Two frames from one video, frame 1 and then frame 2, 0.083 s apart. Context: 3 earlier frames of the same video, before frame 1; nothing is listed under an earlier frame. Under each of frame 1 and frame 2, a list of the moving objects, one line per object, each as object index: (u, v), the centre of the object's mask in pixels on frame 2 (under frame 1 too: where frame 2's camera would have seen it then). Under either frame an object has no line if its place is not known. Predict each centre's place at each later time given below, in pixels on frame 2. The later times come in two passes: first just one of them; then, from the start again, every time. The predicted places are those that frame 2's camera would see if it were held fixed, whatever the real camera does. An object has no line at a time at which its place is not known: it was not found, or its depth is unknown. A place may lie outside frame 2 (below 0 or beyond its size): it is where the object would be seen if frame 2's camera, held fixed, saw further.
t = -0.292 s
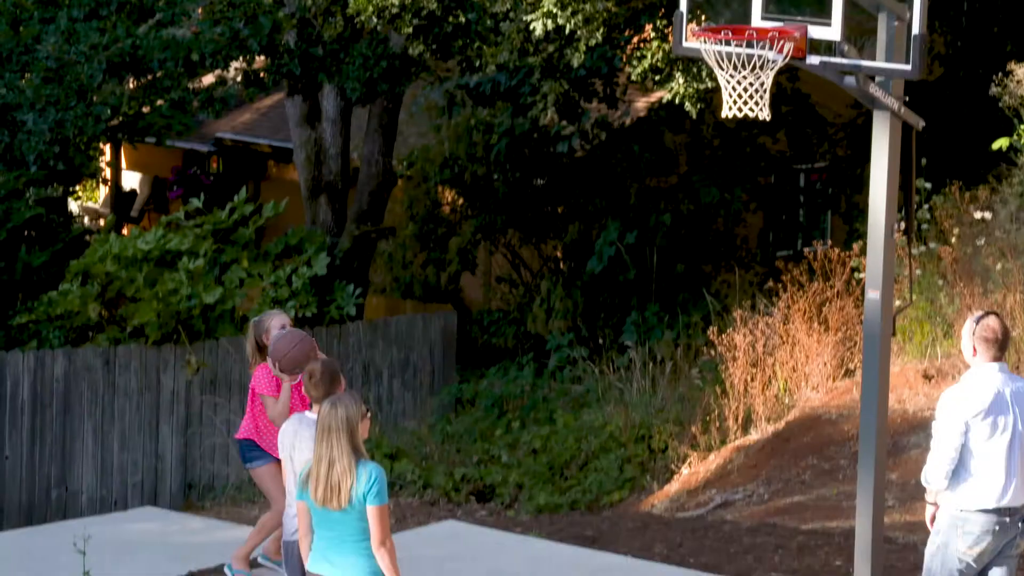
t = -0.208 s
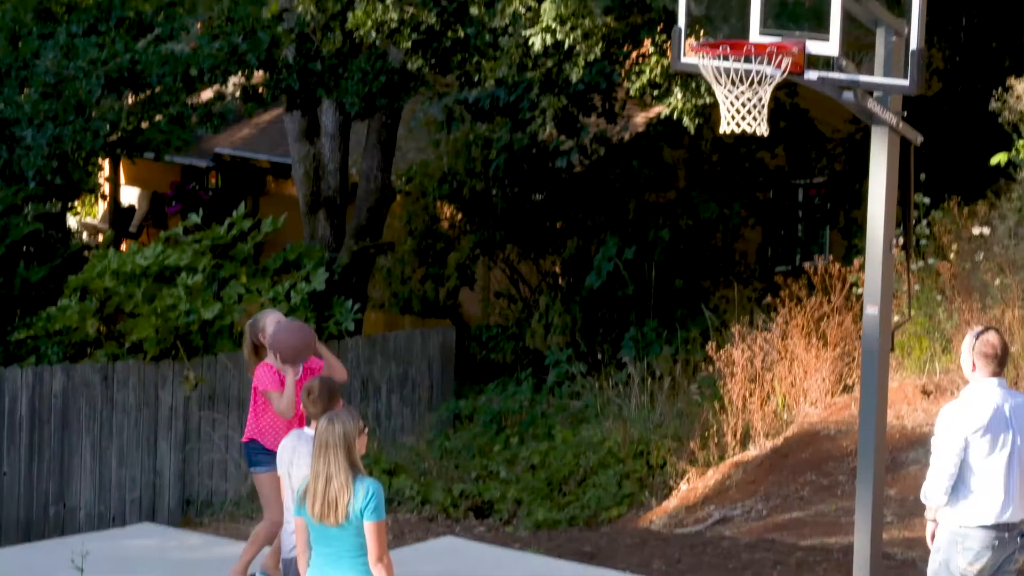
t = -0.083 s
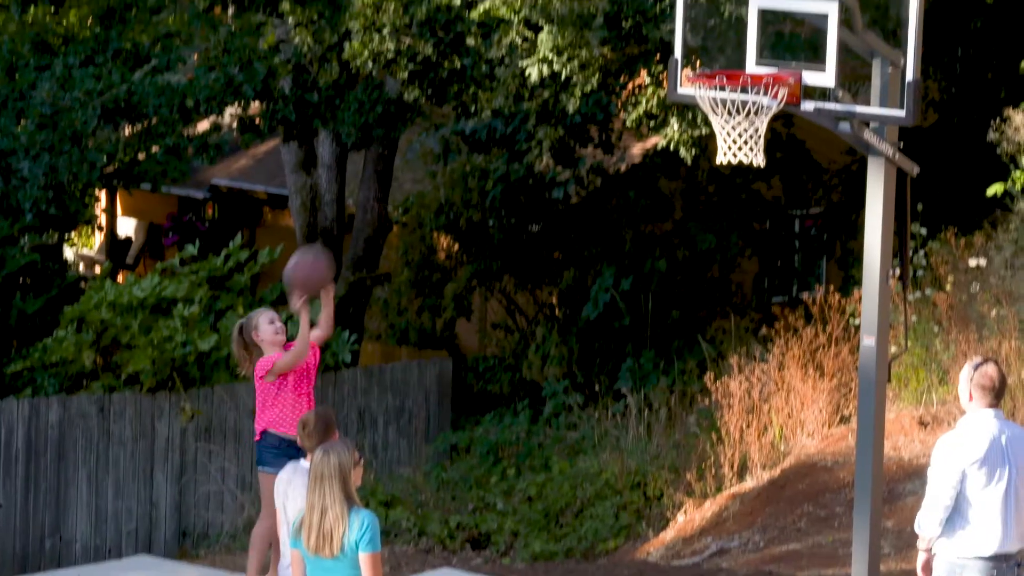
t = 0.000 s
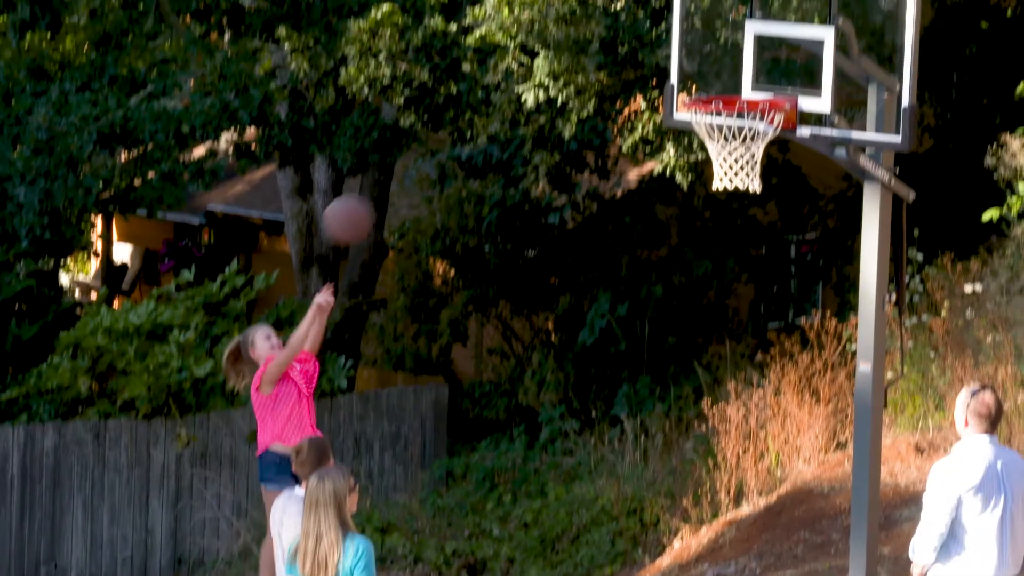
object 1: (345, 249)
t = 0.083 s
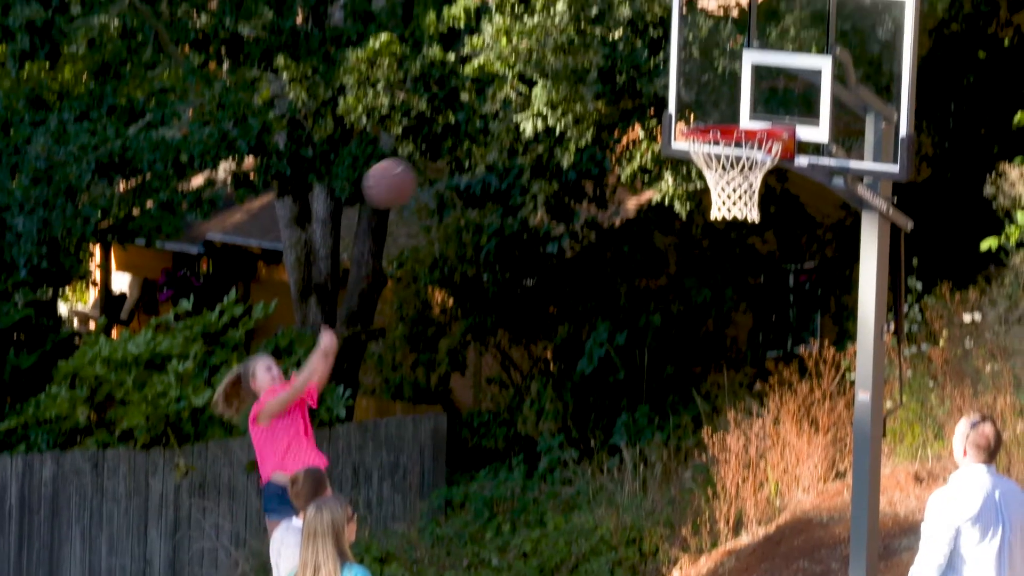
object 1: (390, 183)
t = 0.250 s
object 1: (480, 89)
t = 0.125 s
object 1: (412, 156)
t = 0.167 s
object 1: (436, 130)
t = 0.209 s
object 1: (458, 108)
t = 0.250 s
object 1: (480, 89)
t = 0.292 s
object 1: (505, 74)
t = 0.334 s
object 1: (528, 60)
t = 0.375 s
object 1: (552, 52)
